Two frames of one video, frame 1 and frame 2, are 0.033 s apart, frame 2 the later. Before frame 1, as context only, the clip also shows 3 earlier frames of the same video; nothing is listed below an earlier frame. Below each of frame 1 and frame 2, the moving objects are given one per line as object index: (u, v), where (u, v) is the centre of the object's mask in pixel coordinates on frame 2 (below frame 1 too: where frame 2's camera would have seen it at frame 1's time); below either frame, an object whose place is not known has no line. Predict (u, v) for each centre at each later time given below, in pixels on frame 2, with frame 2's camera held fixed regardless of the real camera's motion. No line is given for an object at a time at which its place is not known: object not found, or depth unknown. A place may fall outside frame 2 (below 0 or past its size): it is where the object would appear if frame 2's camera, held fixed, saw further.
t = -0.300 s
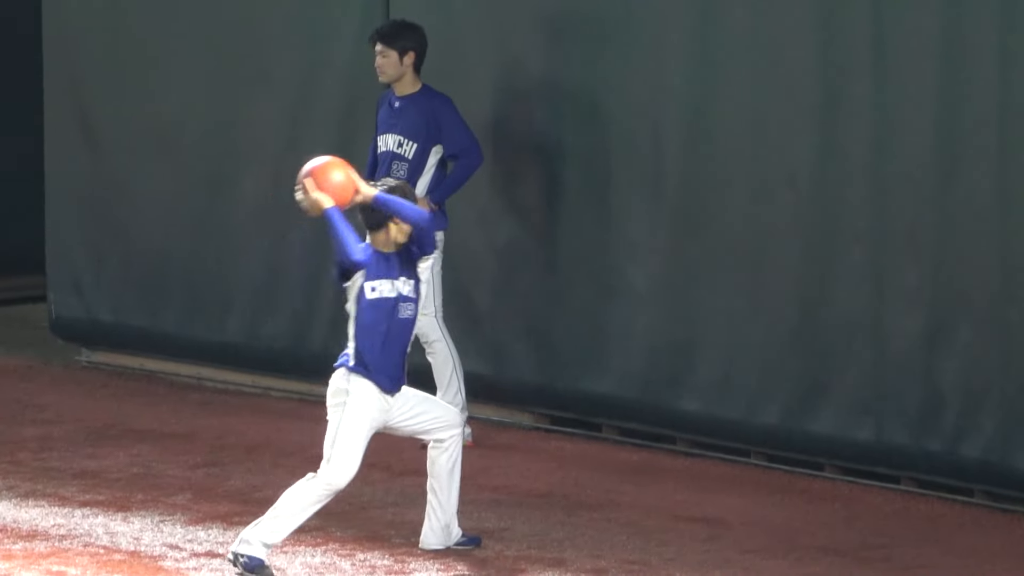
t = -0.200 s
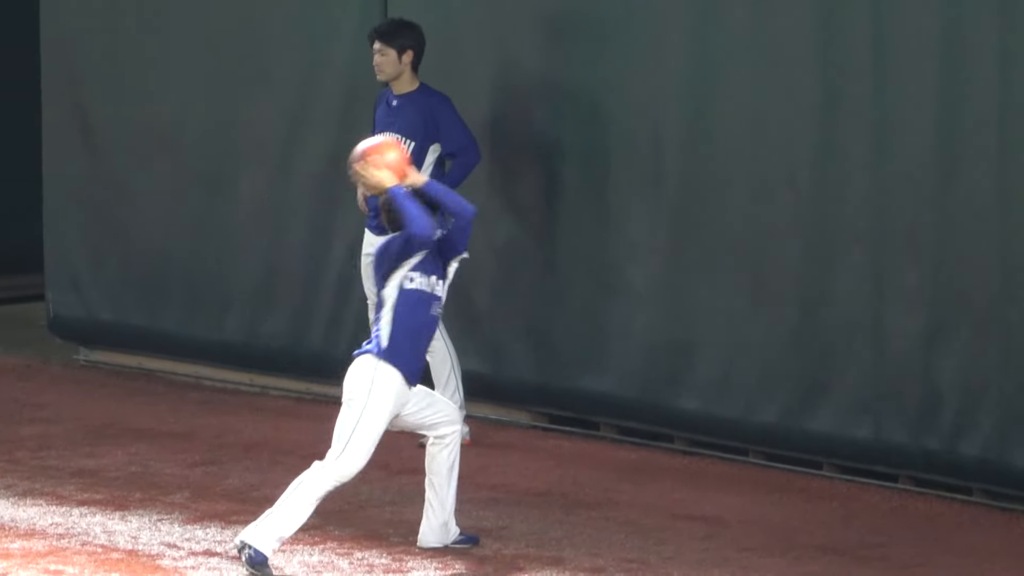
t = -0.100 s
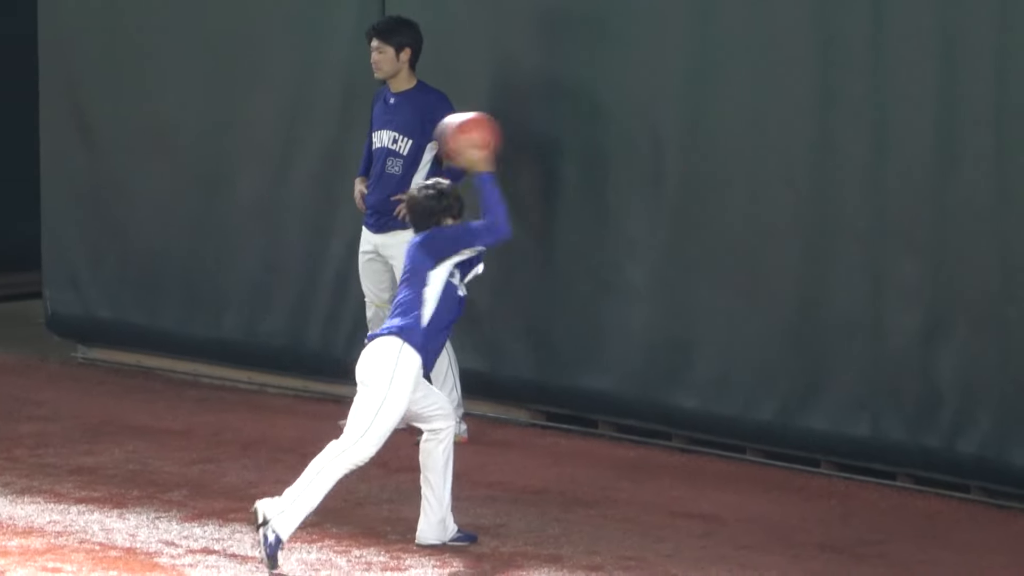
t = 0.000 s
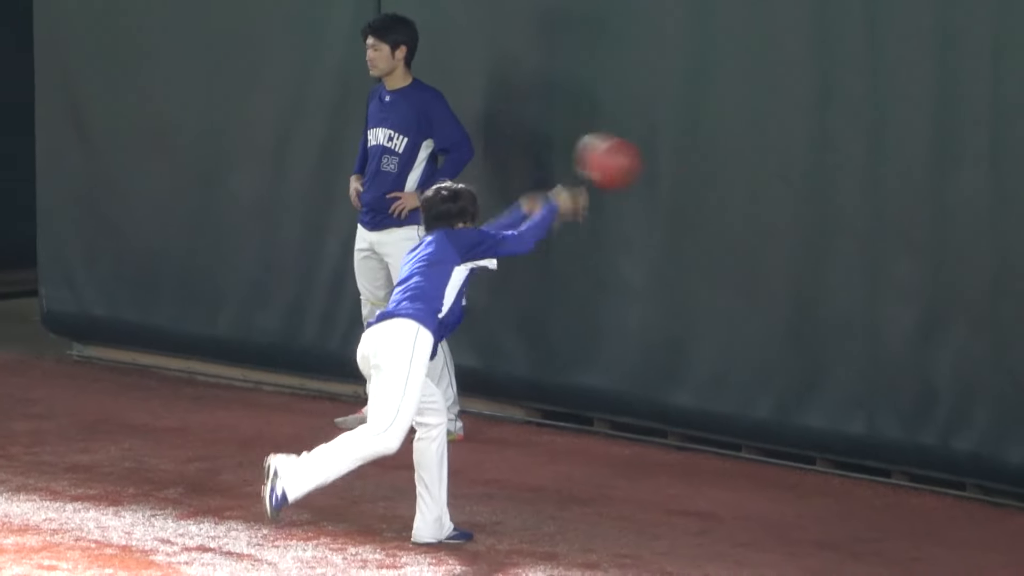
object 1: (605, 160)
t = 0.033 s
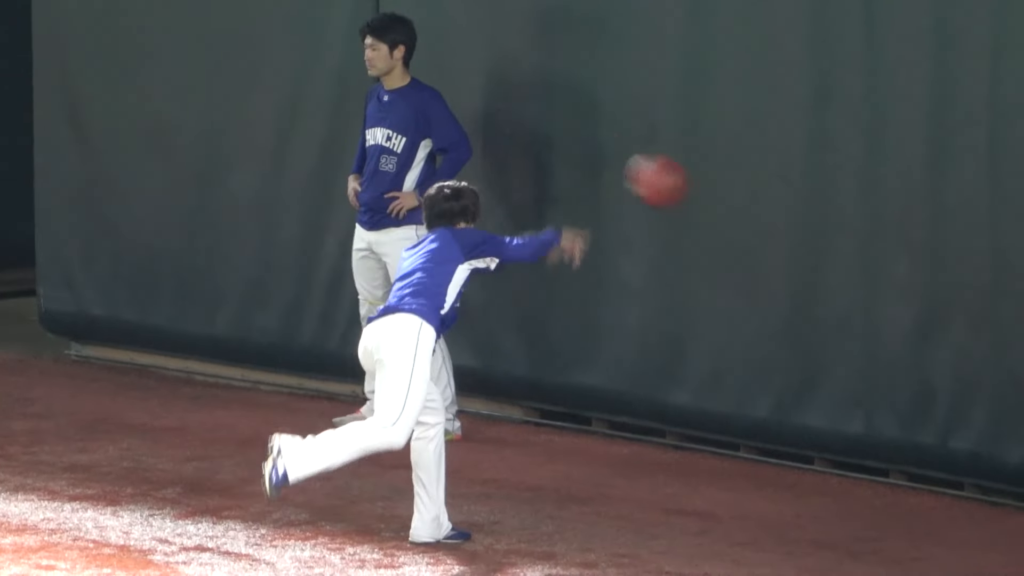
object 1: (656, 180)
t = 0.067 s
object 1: (707, 203)
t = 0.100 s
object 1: (758, 227)
